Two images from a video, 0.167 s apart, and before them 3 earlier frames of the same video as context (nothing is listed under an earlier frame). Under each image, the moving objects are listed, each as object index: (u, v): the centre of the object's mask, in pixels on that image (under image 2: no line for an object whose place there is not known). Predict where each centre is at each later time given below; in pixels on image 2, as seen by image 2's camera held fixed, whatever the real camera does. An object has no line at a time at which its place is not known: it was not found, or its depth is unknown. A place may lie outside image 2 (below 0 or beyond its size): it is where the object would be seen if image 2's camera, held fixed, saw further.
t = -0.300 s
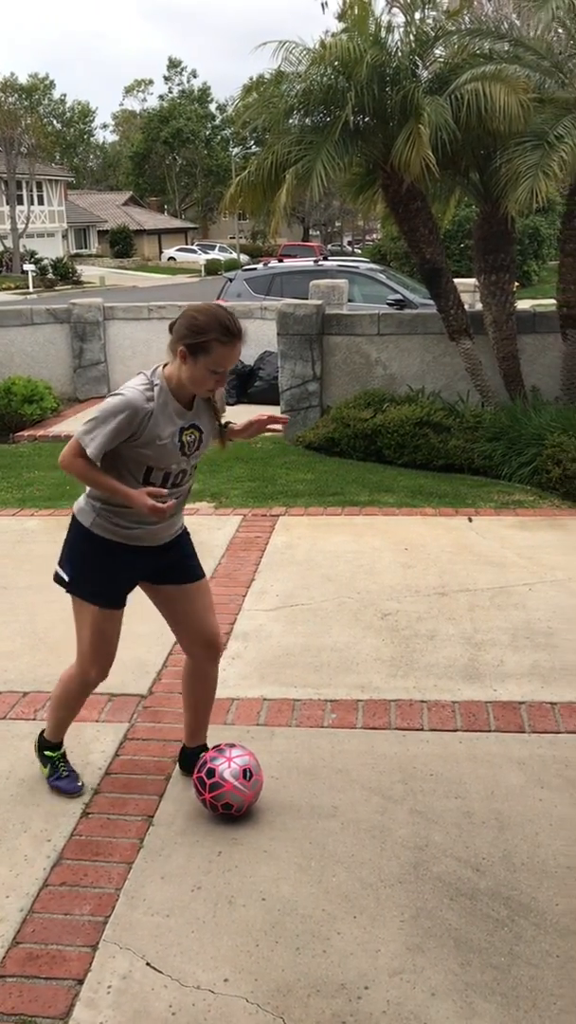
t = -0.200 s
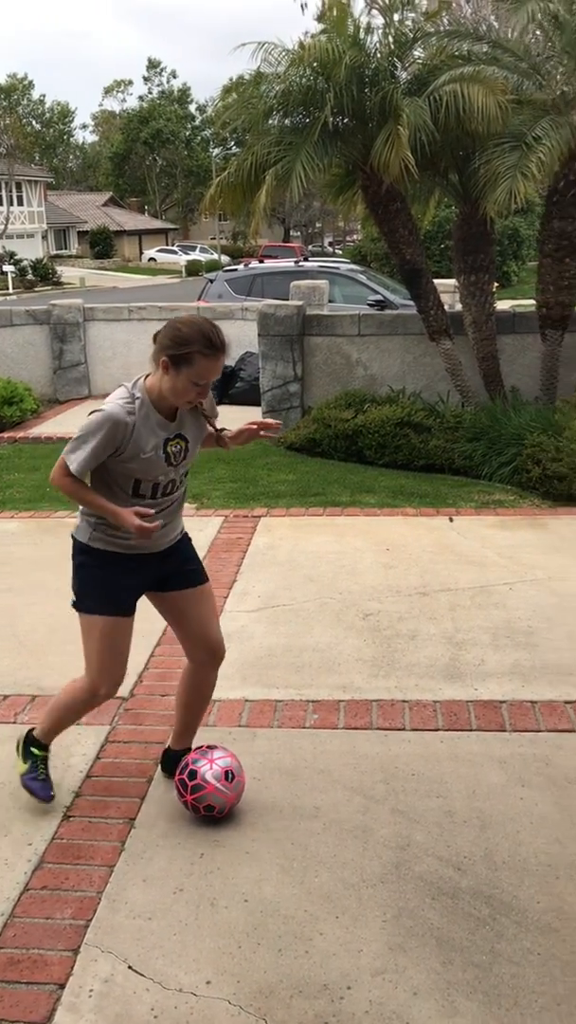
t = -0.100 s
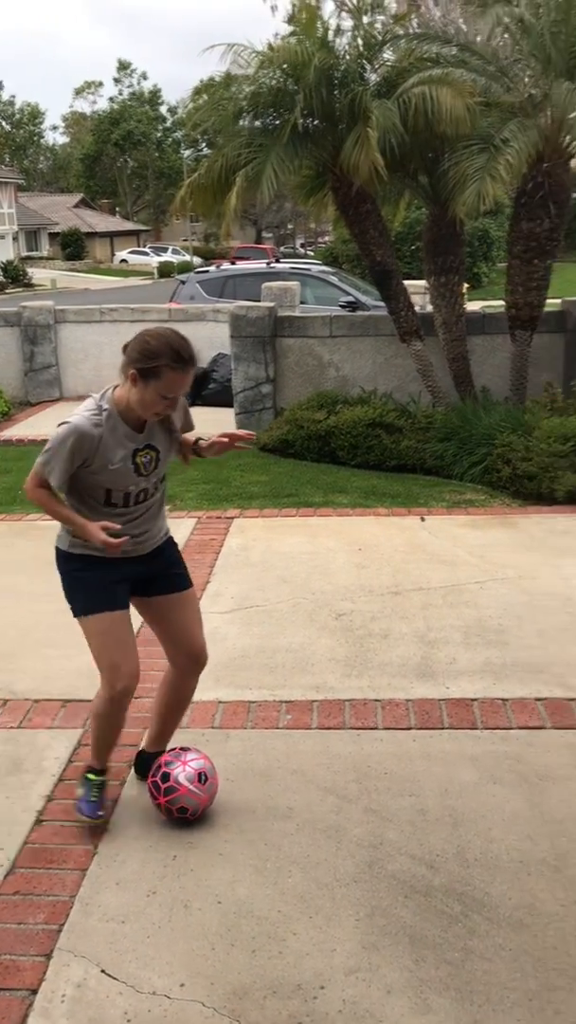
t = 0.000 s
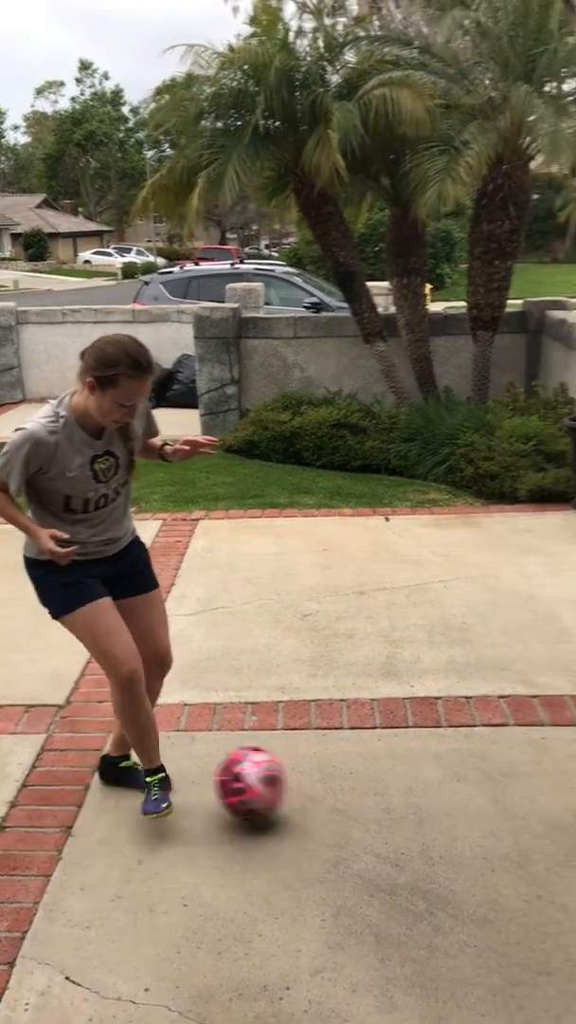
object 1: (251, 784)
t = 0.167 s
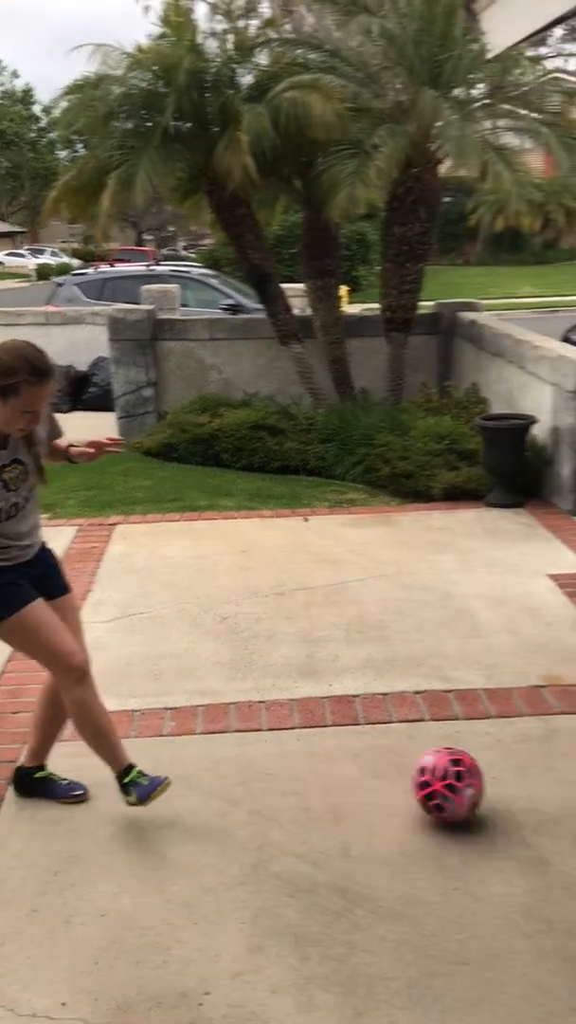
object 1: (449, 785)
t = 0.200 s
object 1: (502, 788)
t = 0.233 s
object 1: (549, 783)
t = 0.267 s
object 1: (597, 781)
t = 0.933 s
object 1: (450, 760)
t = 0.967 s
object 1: (437, 763)
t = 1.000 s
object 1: (424, 769)
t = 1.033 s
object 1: (410, 779)
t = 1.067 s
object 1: (397, 791)
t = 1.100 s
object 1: (384, 790)
